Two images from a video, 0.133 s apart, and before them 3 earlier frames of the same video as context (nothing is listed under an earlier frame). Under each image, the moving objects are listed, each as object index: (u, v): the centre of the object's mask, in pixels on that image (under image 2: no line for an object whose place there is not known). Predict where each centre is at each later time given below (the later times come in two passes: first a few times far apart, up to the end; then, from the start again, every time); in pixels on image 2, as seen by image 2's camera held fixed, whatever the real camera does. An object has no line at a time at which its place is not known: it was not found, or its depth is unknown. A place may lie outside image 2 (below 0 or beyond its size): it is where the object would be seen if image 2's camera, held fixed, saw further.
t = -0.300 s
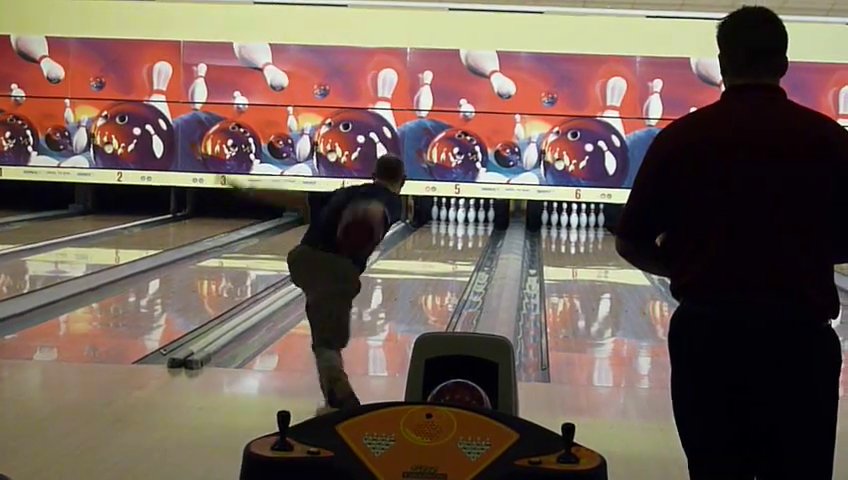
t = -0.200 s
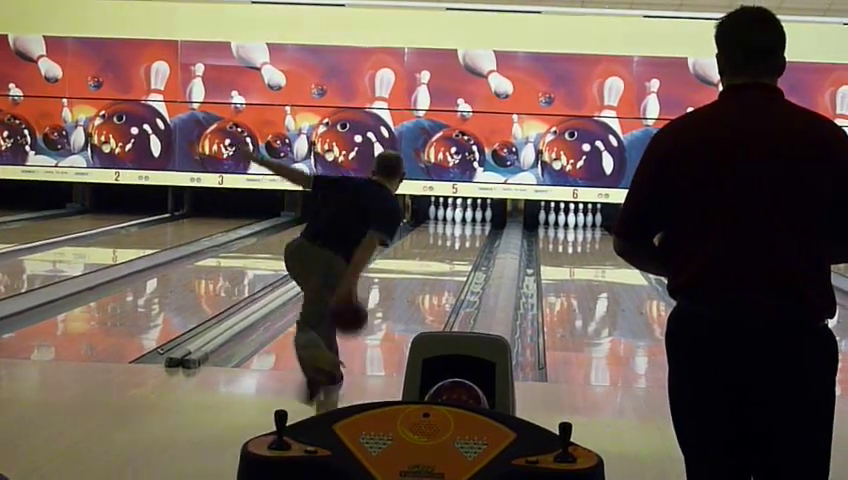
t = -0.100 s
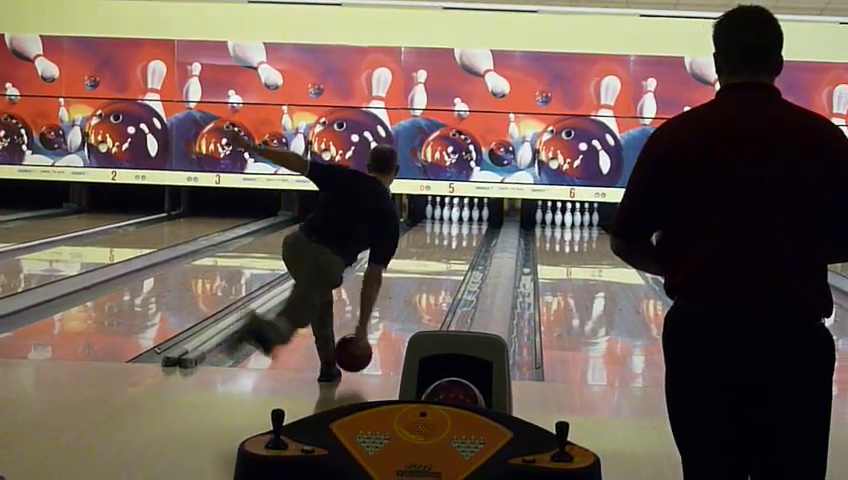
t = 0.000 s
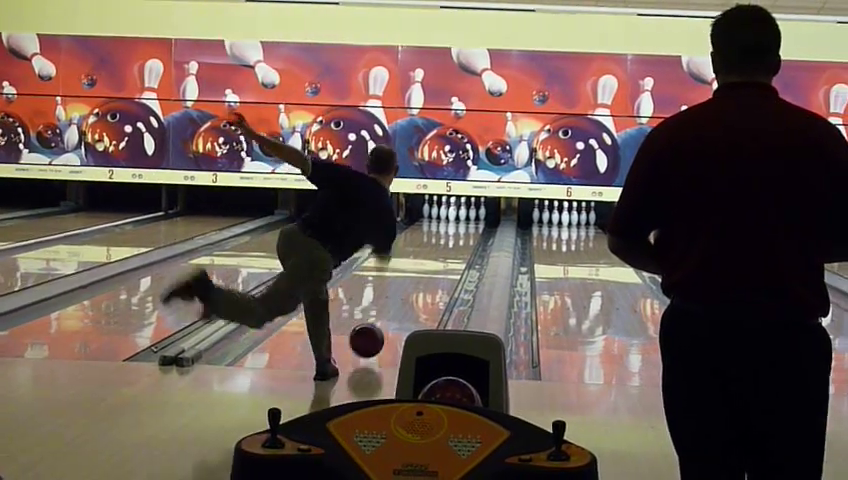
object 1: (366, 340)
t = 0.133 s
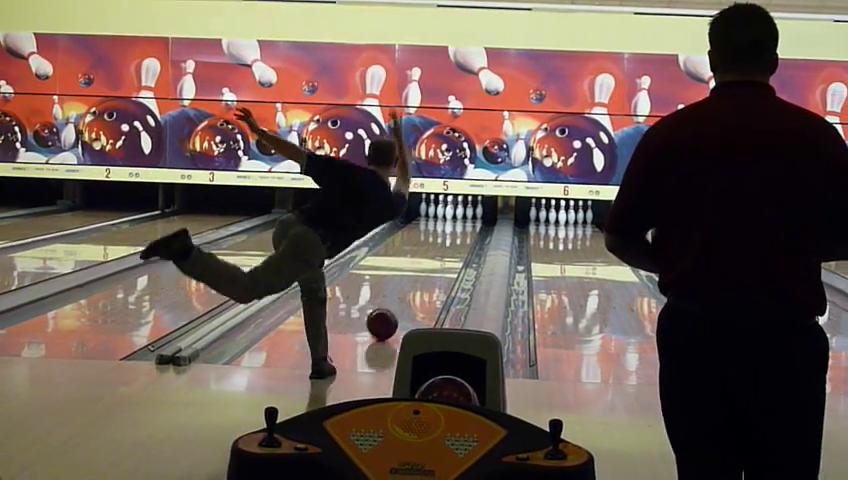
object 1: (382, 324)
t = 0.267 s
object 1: (397, 308)
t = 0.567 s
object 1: (422, 281)
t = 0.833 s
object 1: (437, 263)
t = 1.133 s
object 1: (450, 248)
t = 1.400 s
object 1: (456, 238)
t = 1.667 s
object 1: (461, 229)
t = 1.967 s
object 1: (462, 221)
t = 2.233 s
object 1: (458, 215)
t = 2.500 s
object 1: (460, 212)
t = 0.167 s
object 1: (385, 320)
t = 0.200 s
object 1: (389, 316)
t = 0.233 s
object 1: (393, 312)
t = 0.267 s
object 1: (397, 308)
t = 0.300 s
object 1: (400, 305)
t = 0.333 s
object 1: (403, 302)
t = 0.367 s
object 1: (406, 298)
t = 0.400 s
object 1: (409, 295)
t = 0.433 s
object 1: (412, 292)
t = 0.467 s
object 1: (414, 289)
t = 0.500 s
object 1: (417, 287)
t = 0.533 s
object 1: (419, 284)
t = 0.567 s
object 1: (422, 281)
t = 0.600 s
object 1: (424, 279)
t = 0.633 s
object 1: (426, 276)
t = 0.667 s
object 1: (428, 274)
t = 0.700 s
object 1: (430, 272)
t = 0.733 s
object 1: (432, 269)
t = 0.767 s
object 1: (434, 267)
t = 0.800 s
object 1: (436, 265)
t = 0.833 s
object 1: (437, 263)
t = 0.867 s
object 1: (439, 262)
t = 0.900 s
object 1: (440, 259)
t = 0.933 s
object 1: (442, 258)
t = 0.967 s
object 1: (443, 256)
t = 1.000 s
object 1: (444, 254)
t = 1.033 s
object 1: (446, 253)
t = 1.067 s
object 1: (447, 251)
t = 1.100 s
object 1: (448, 250)
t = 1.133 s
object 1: (450, 248)
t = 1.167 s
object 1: (451, 247)
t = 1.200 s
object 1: (451, 245)
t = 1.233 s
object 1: (452, 244)
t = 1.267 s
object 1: (453, 243)
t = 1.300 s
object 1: (454, 241)
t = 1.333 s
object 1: (455, 240)
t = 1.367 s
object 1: (456, 239)
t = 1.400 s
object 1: (456, 238)
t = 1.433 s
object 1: (457, 236)
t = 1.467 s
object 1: (458, 235)
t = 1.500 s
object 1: (458, 234)
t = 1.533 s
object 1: (459, 233)
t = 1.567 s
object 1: (460, 231)
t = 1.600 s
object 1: (460, 230)
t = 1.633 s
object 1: (461, 229)
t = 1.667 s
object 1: (461, 229)
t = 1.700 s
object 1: (462, 227)
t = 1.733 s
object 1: (462, 227)
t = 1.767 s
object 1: (462, 227)
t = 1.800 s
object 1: (462, 225)
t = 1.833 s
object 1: (462, 224)
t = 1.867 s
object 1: (462, 224)
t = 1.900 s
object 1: (462, 223)
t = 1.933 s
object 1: (462, 222)
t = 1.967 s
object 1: (462, 221)
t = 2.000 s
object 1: (462, 220)
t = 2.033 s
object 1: (461, 219)
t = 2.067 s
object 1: (460, 219)
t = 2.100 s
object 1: (460, 218)
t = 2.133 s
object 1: (460, 217)
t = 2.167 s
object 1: (459, 217)
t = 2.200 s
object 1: (459, 216)
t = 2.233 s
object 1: (458, 215)
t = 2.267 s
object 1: (458, 215)
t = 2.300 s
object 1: (458, 215)
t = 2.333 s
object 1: (458, 214)
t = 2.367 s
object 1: (458, 214)
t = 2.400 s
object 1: (459, 213)
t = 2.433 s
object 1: (459, 214)
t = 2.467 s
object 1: (459, 213)
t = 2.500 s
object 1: (460, 212)
